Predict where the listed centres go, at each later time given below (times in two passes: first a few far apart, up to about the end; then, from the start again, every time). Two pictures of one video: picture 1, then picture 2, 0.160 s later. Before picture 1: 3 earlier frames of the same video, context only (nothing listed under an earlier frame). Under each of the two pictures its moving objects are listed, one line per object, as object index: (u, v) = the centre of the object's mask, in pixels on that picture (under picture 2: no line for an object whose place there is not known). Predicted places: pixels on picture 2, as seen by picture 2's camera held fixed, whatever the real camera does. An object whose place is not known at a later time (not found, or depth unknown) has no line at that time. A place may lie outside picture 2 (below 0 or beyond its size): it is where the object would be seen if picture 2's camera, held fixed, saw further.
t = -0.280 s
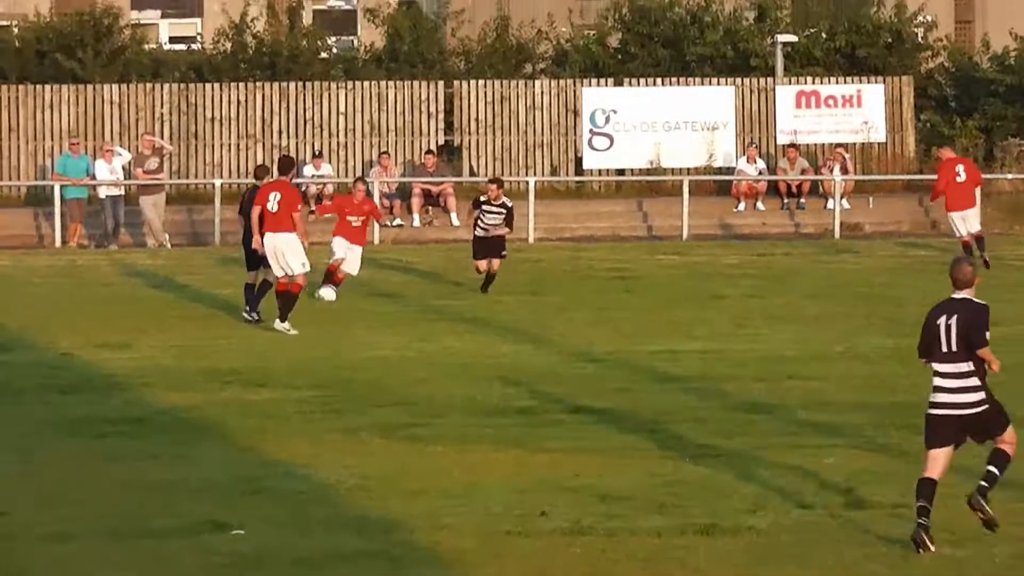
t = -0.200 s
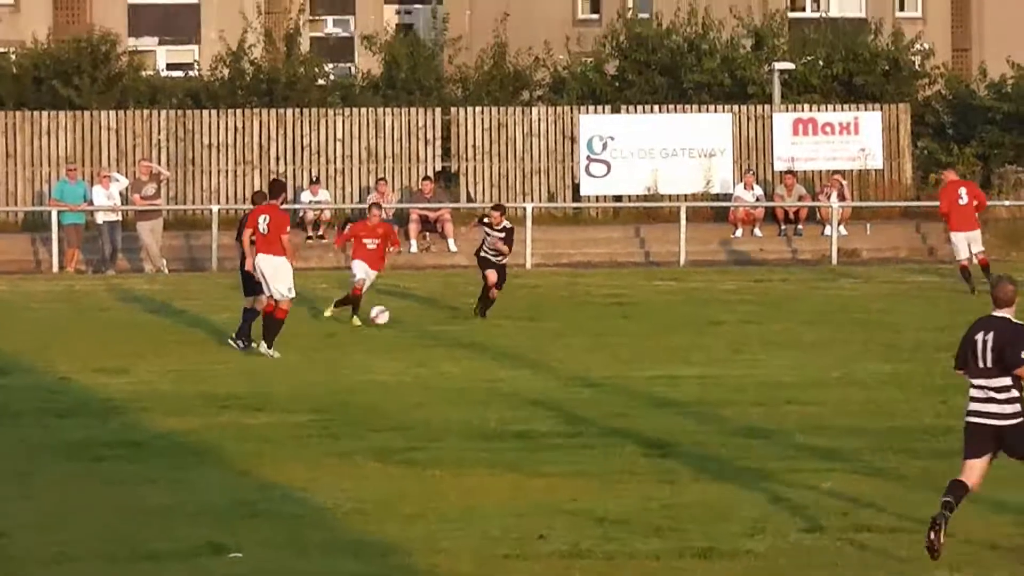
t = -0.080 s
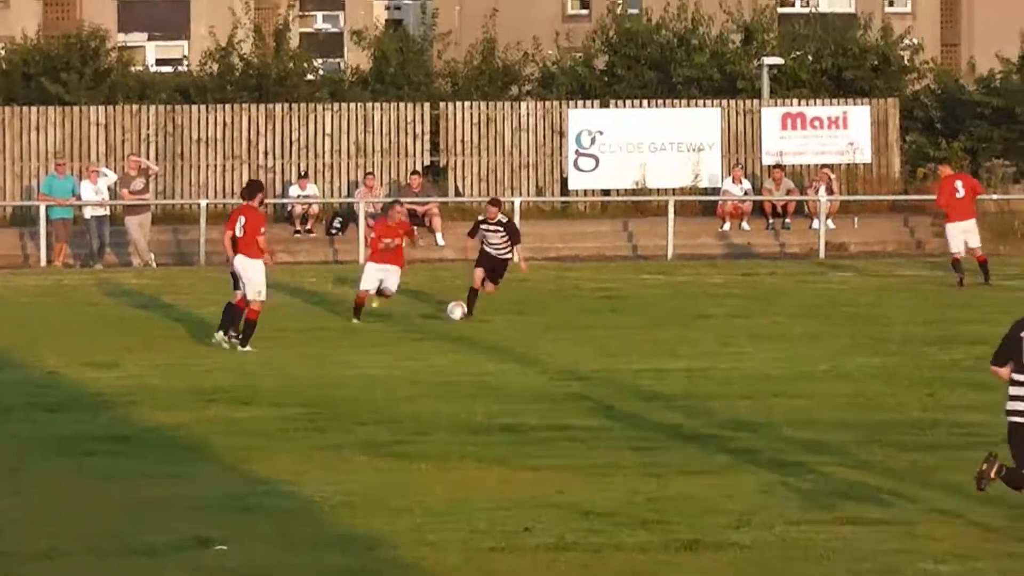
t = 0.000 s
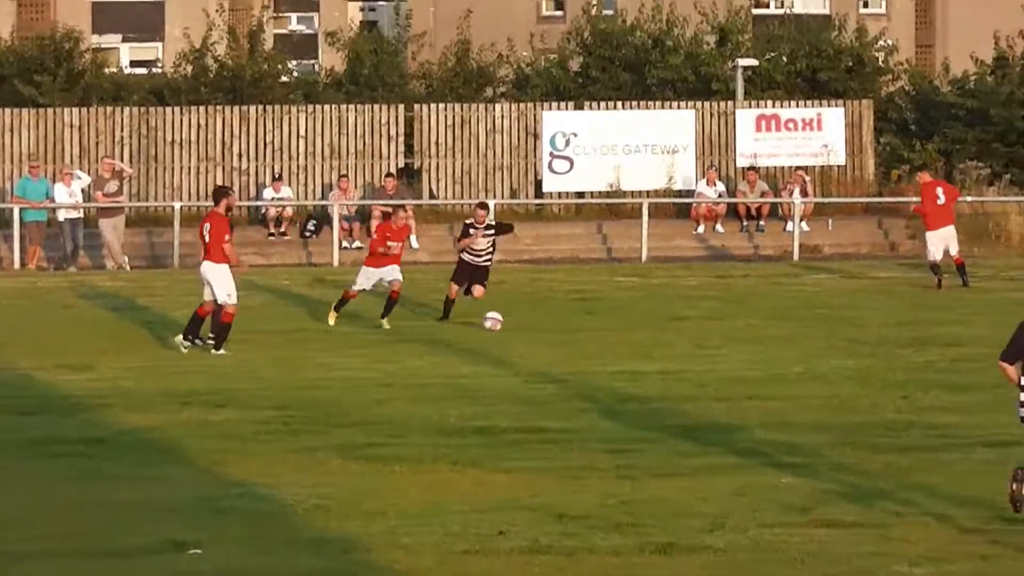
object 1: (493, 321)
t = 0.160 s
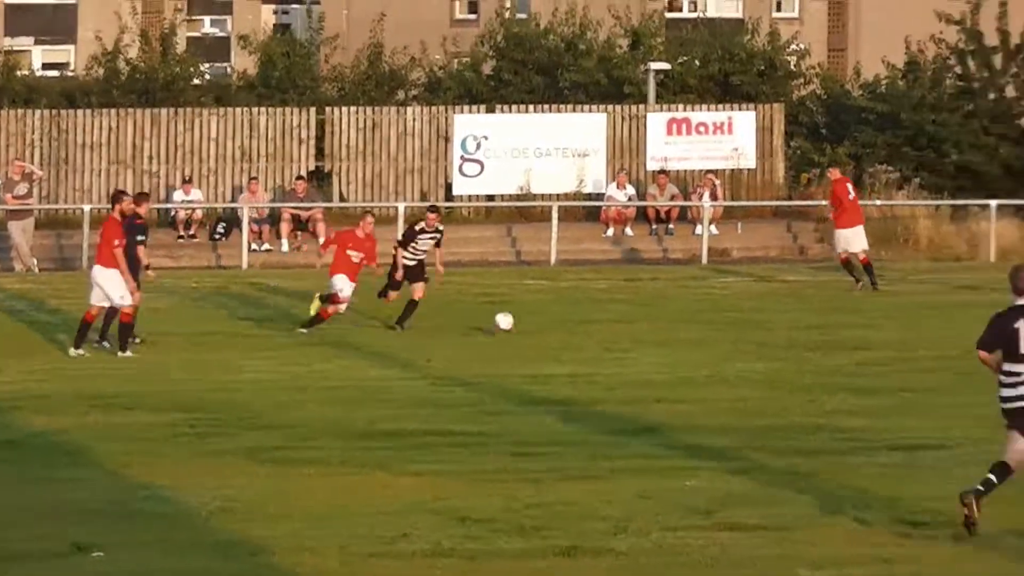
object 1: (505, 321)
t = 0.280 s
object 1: (576, 325)
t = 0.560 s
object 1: (707, 336)
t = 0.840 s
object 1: (828, 344)
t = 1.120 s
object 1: (946, 345)
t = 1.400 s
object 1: (1063, 356)
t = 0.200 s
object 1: (527, 322)
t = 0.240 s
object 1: (551, 323)
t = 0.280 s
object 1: (576, 325)
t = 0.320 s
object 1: (599, 330)
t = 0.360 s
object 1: (621, 333)
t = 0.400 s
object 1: (638, 332)
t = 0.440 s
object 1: (655, 331)
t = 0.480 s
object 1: (674, 332)
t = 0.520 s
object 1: (690, 334)
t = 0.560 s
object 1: (707, 336)
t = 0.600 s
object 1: (724, 337)
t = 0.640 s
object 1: (742, 337)
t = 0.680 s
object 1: (759, 336)
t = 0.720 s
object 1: (776, 338)
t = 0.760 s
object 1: (793, 340)
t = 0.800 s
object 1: (810, 342)
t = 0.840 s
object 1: (828, 344)
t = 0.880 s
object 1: (845, 343)
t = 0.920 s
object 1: (861, 345)
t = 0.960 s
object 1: (879, 347)
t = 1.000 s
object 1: (895, 345)
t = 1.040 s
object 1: (912, 344)
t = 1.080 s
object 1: (929, 343)
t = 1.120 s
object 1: (946, 345)
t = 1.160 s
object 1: (962, 348)
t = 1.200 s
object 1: (979, 351)
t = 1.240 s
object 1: (996, 352)
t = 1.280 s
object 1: (1013, 351)
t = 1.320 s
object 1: (1030, 352)
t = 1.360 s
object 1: (1046, 355)
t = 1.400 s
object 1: (1063, 356)
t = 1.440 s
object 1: (1079, 354)
